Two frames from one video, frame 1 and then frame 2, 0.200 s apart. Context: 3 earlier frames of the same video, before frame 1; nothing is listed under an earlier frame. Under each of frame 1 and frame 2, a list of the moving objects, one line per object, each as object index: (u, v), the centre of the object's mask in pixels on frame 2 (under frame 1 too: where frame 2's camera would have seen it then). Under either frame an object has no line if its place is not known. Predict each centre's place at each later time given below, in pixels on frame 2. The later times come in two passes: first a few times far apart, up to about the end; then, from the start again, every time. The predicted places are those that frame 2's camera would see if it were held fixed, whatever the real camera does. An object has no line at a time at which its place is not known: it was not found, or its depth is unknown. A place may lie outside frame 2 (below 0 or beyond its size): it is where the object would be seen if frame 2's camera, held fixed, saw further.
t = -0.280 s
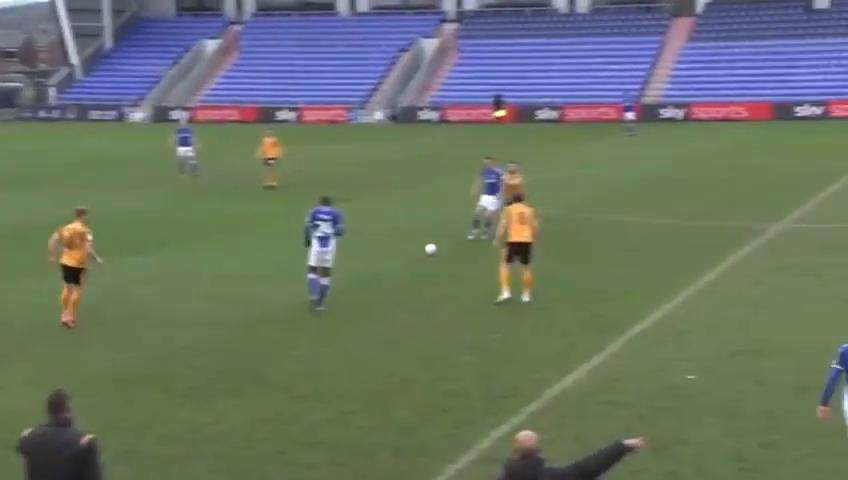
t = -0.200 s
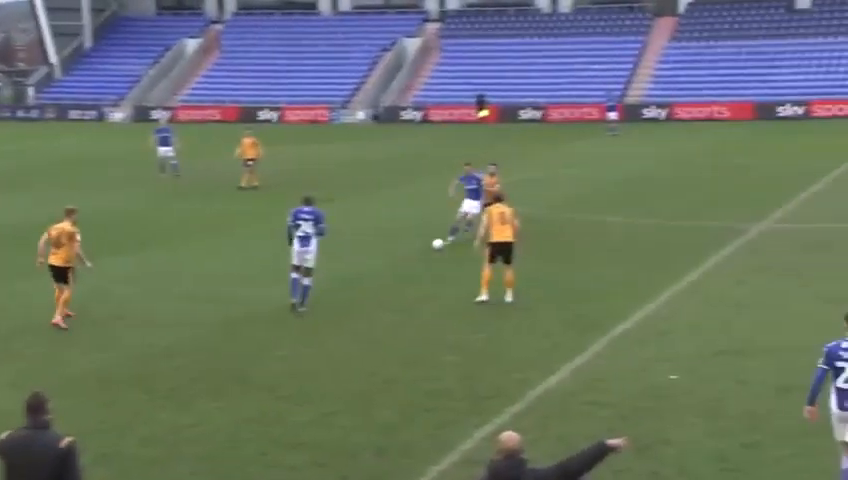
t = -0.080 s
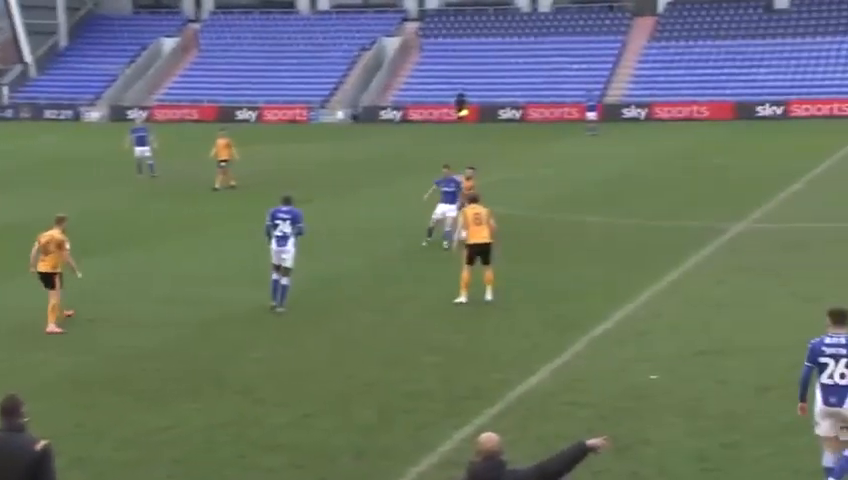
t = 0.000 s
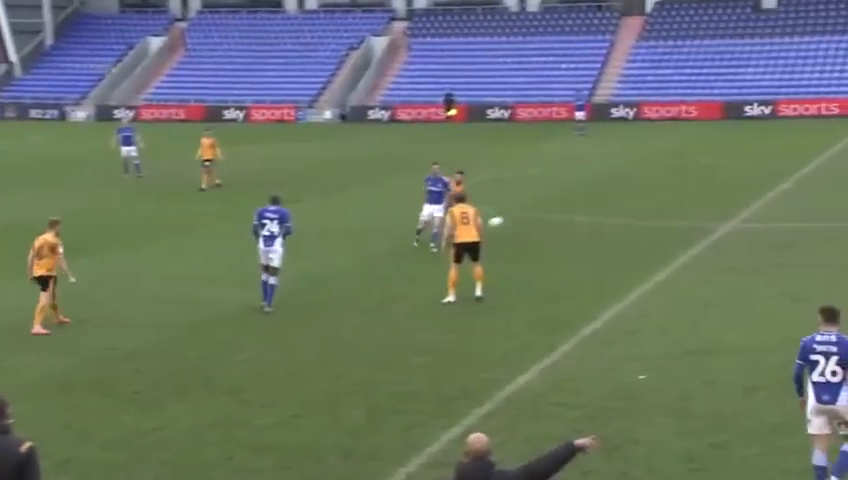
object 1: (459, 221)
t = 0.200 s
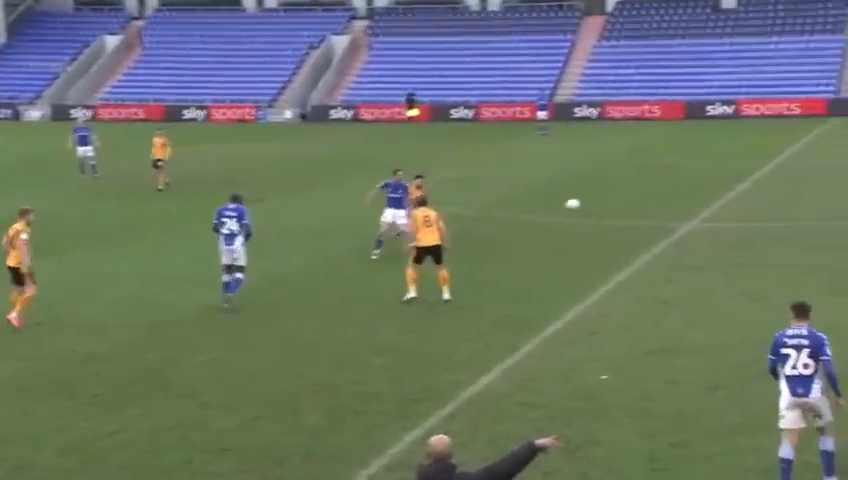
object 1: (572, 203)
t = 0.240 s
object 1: (595, 202)
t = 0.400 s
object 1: (689, 209)
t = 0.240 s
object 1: (595, 202)
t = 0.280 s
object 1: (619, 203)
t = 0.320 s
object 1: (642, 204)
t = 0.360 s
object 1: (666, 206)
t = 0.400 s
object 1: (689, 209)
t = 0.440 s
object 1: (713, 213)
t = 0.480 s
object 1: (738, 218)
